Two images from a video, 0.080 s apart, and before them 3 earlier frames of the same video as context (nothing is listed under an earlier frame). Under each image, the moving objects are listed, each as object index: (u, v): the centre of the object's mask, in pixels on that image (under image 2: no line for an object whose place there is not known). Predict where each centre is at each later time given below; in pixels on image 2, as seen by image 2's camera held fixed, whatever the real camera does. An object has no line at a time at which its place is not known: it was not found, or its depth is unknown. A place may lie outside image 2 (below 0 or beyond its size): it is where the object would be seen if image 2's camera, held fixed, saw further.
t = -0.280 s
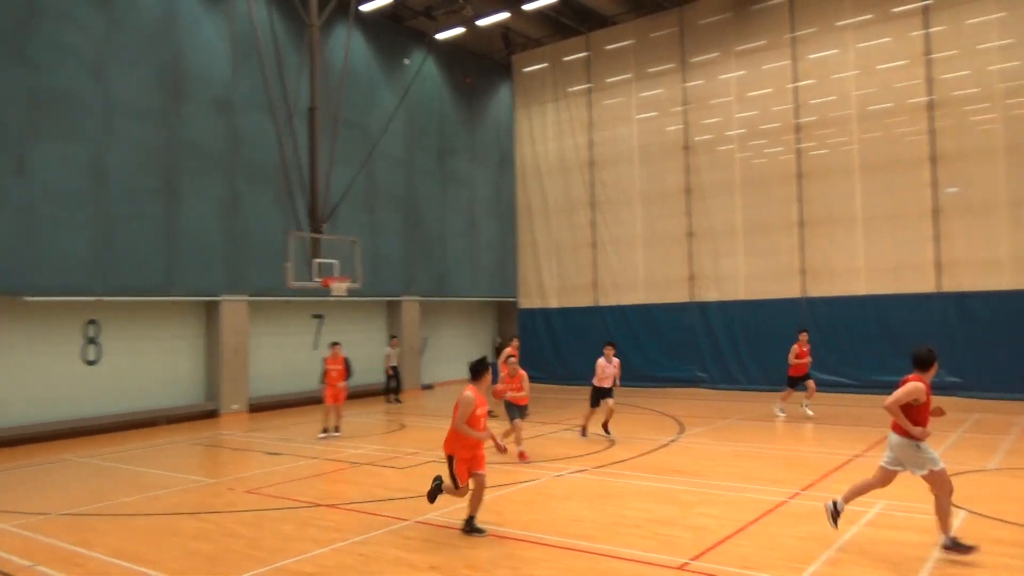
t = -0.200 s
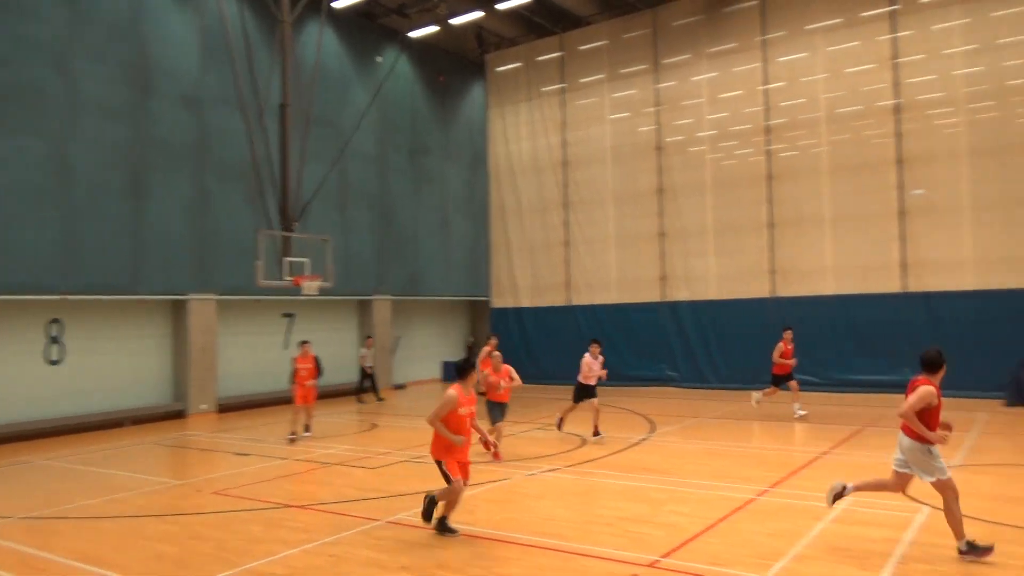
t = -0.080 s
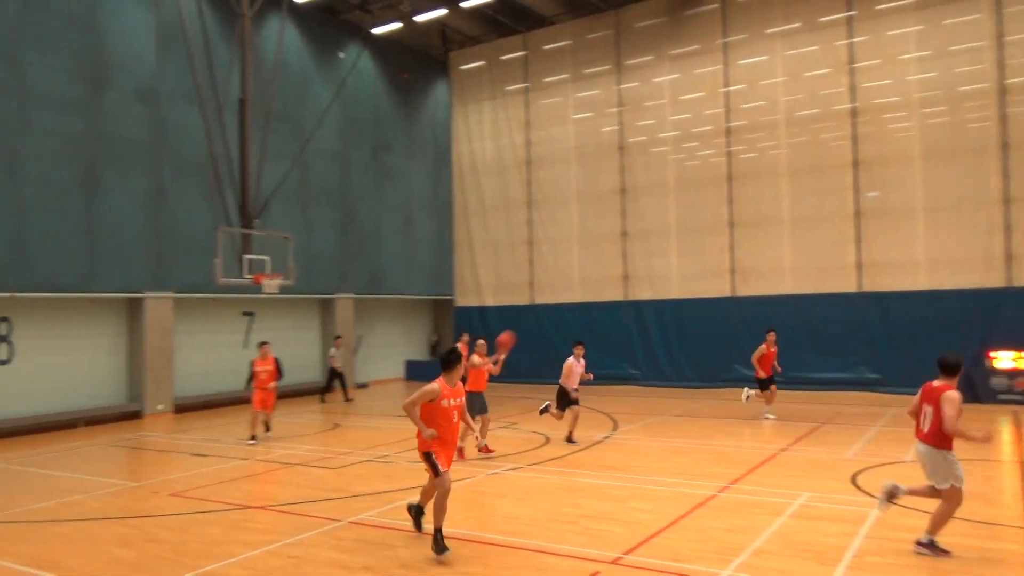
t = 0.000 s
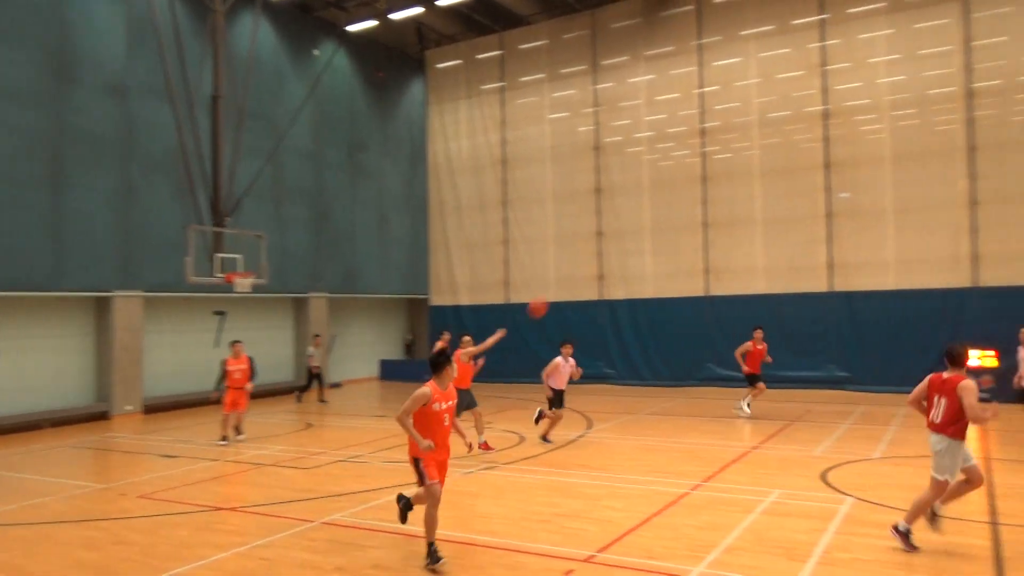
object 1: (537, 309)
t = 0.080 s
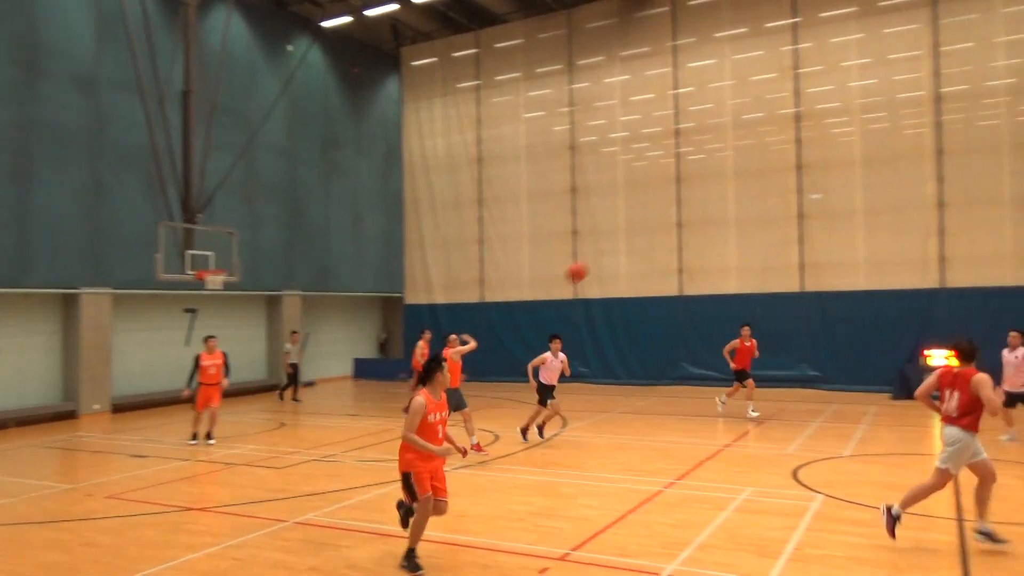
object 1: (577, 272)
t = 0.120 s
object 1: (611, 256)
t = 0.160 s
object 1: (646, 239)
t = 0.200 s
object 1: (683, 224)
